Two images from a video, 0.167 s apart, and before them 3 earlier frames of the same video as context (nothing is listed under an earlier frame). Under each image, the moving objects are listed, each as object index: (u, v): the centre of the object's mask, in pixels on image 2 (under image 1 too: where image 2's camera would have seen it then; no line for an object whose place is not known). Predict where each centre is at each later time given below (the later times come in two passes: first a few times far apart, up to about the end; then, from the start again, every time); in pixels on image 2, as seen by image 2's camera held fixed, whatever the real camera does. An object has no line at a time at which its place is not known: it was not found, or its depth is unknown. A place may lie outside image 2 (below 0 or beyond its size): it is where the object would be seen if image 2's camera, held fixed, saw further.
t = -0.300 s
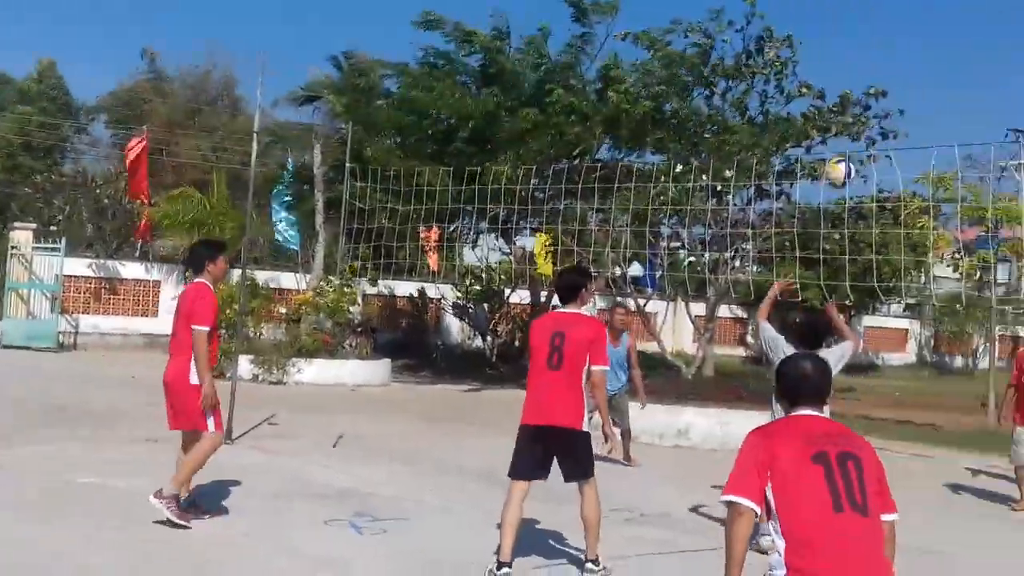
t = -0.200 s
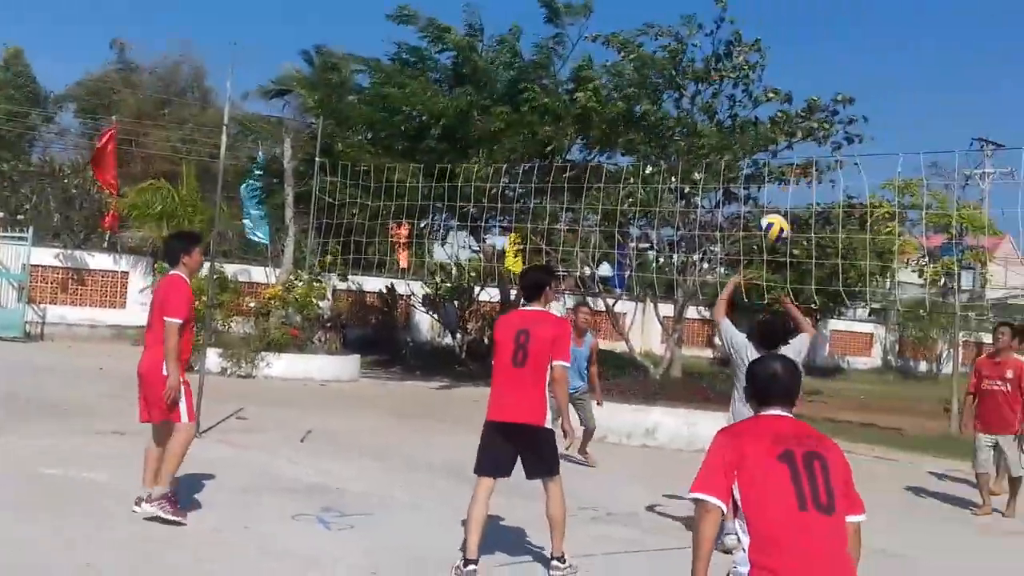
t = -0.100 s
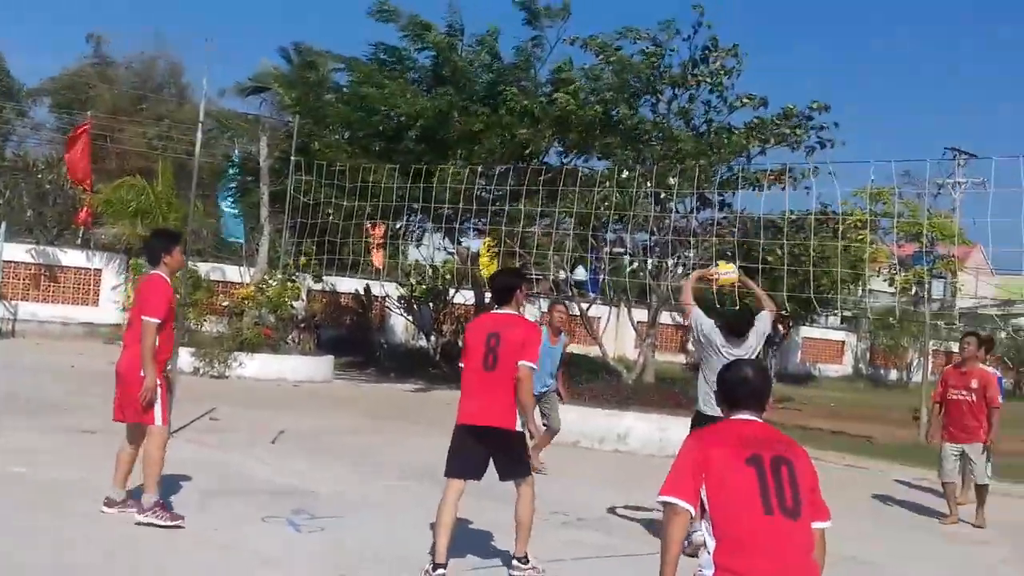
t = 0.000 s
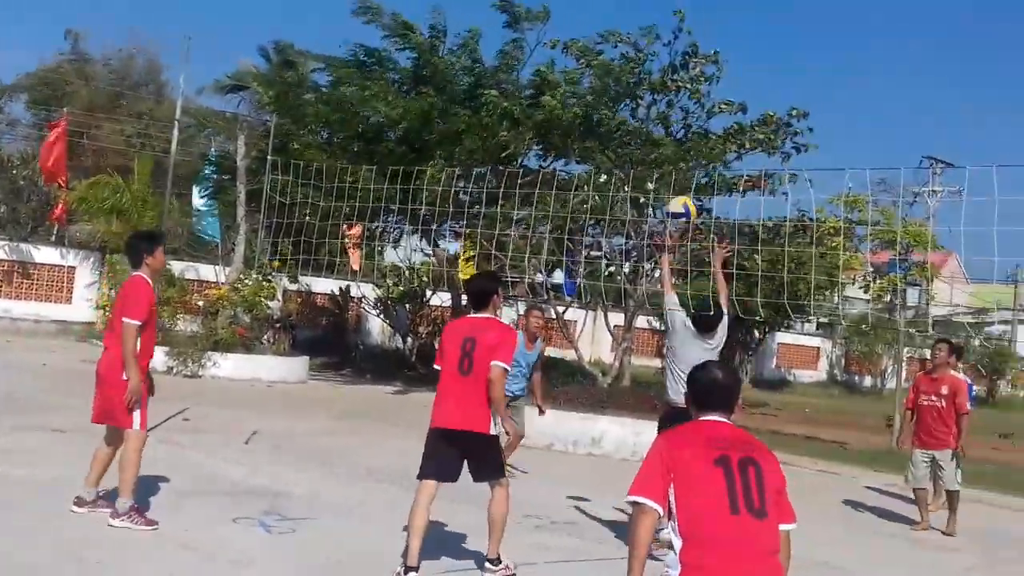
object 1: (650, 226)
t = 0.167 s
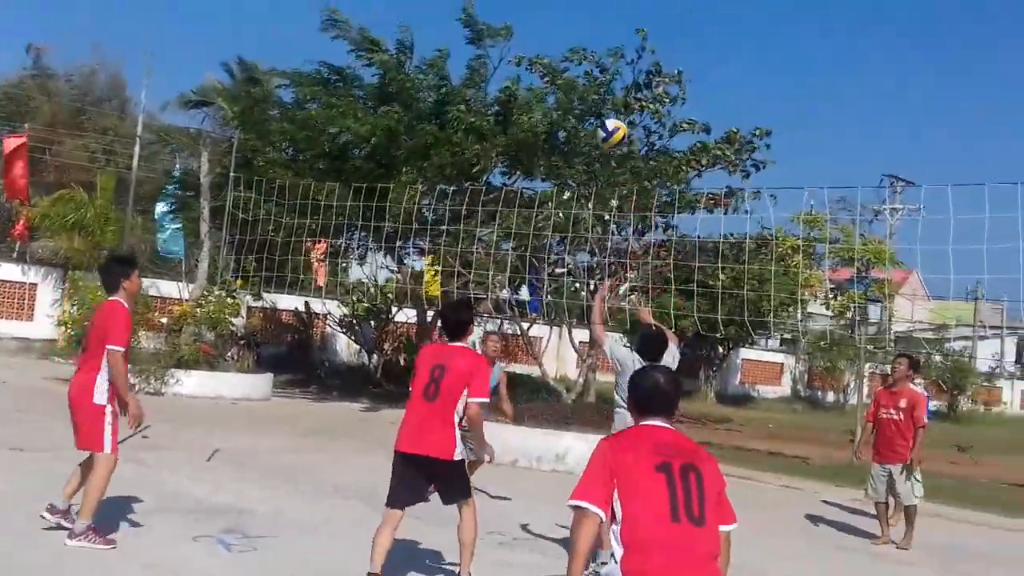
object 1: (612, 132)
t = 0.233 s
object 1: (595, 108)
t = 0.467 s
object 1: (541, 66)
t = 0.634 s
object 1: (501, 83)
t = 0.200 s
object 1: (604, 119)
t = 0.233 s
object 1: (595, 108)
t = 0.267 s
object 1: (588, 97)
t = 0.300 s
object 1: (581, 86)
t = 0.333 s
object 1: (574, 78)
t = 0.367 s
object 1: (565, 72)
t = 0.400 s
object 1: (556, 67)
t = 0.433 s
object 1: (549, 68)
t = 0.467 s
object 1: (541, 66)
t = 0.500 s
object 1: (533, 66)
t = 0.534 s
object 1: (525, 68)
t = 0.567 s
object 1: (516, 70)
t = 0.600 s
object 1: (509, 74)
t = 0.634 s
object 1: (501, 83)
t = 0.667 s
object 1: (492, 90)
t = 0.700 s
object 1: (485, 98)
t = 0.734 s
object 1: (476, 108)
